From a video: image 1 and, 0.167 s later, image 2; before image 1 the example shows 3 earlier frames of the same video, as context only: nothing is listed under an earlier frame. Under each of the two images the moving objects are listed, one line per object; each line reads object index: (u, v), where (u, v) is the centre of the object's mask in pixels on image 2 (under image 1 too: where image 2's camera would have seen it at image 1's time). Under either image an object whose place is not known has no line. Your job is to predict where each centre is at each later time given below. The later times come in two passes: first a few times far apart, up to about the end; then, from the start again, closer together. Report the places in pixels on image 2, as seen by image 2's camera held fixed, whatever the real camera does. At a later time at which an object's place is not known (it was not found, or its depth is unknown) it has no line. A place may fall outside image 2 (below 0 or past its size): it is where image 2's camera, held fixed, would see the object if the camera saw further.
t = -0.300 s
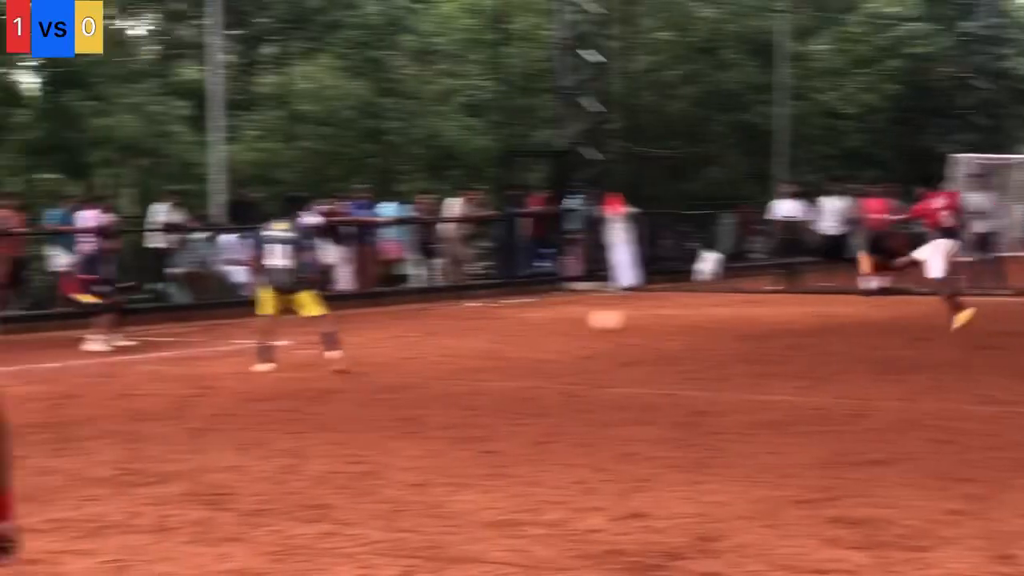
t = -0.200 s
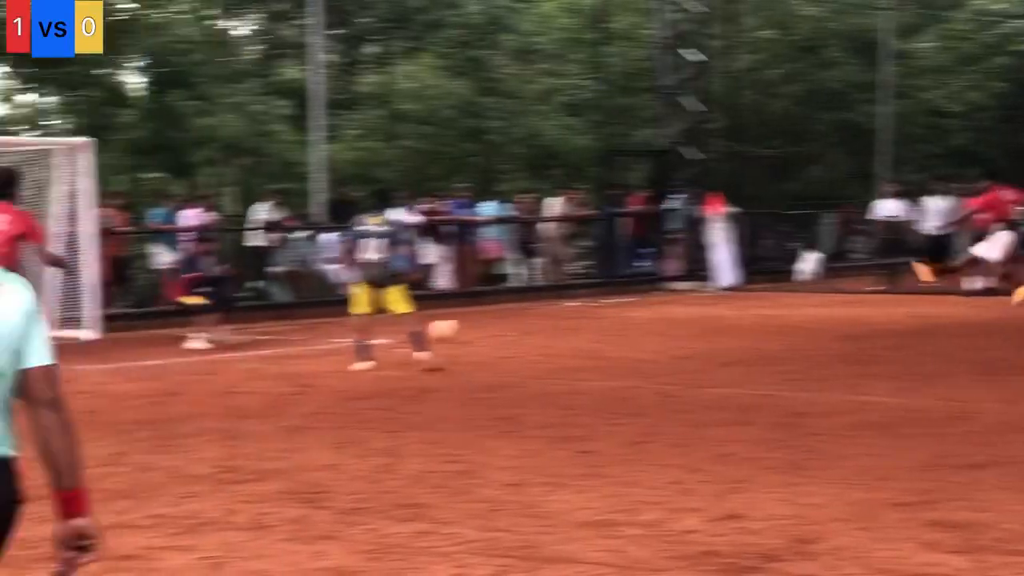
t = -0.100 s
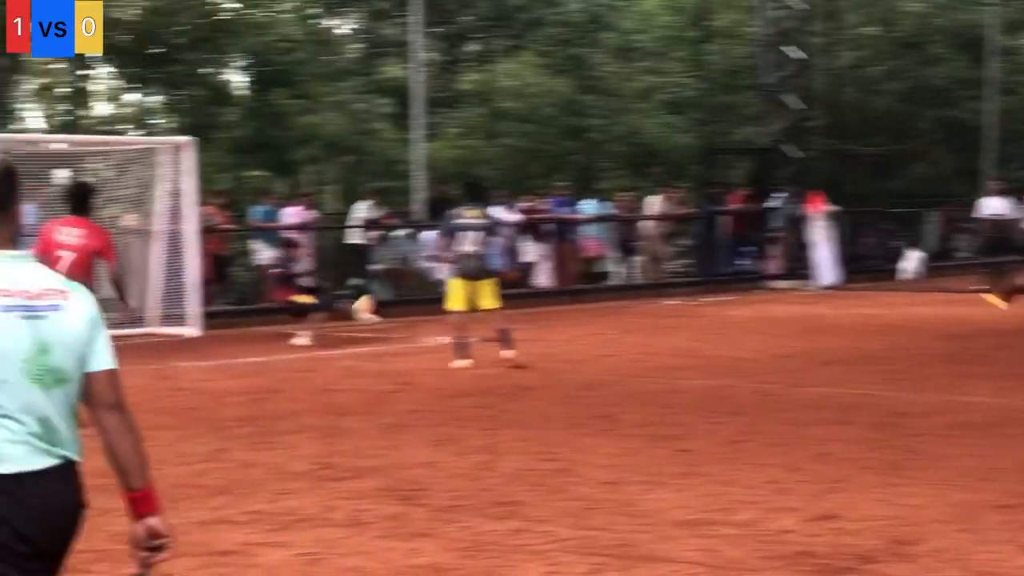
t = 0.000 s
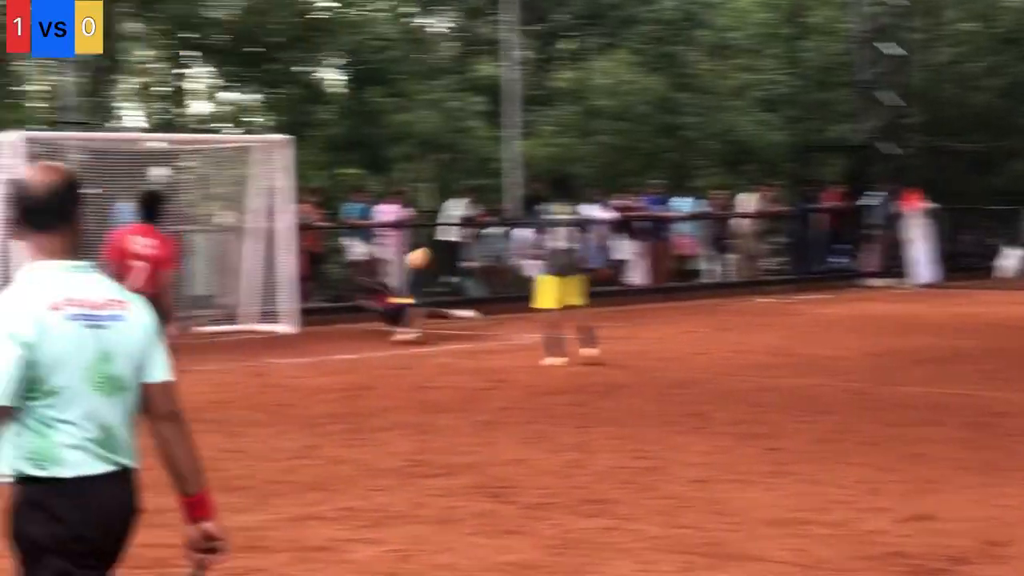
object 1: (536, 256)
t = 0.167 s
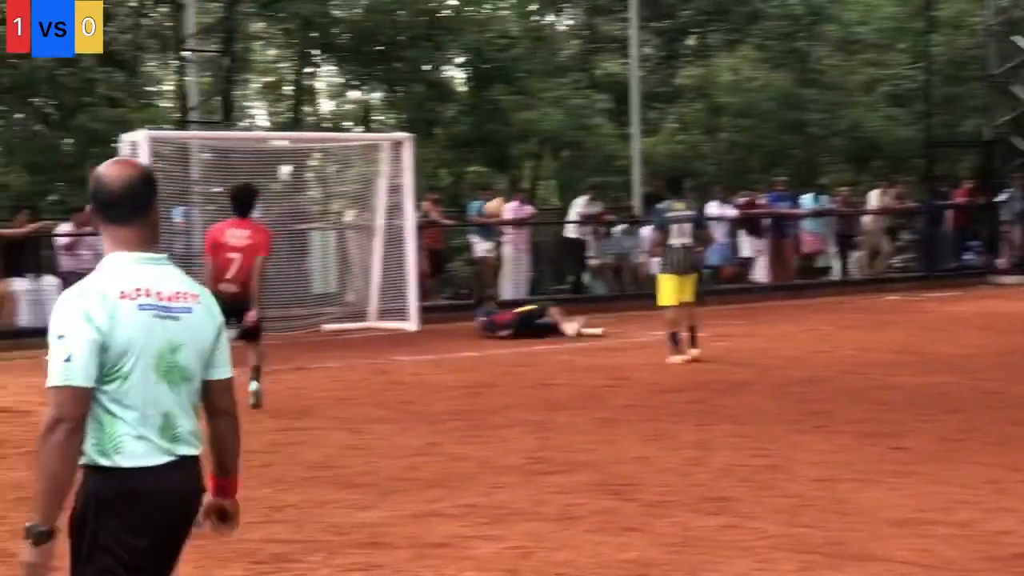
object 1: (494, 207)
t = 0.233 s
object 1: (514, 184)
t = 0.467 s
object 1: (588, 123)
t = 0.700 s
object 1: (663, 102)
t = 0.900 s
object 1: (729, 117)
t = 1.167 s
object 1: (818, 182)
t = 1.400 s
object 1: (899, 285)
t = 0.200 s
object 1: (504, 195)
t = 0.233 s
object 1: (514, 184)
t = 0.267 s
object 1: (525, 173)
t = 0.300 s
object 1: (535, 163)
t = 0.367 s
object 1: (557, 145)
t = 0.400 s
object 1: (568, 136)
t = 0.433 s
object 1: (578, 129)
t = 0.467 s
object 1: (588, 123)
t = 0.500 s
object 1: (599, 117)
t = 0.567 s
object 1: (620, 109)
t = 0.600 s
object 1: (629, 106)
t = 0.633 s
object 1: (642, 104)
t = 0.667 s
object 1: (652, 103)
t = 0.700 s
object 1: (663, 102)
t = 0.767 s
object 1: (684, 103)
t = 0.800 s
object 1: (695, 106)
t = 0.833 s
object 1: (707, 108)
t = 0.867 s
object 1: (718, 112)
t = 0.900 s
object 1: (729, 117)
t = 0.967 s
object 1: (750, 128)
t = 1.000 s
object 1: (762, 135)
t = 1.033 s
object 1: (773, 143)
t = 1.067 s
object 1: (784, 152)
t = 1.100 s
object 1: (795, 161)
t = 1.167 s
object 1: (818, 182)
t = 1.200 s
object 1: (829, 194)
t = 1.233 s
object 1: (841, 208)
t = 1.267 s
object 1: (852, 221)
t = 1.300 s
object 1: (864, 236)
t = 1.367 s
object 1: (887, 268)
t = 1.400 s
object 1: (899, 285)
